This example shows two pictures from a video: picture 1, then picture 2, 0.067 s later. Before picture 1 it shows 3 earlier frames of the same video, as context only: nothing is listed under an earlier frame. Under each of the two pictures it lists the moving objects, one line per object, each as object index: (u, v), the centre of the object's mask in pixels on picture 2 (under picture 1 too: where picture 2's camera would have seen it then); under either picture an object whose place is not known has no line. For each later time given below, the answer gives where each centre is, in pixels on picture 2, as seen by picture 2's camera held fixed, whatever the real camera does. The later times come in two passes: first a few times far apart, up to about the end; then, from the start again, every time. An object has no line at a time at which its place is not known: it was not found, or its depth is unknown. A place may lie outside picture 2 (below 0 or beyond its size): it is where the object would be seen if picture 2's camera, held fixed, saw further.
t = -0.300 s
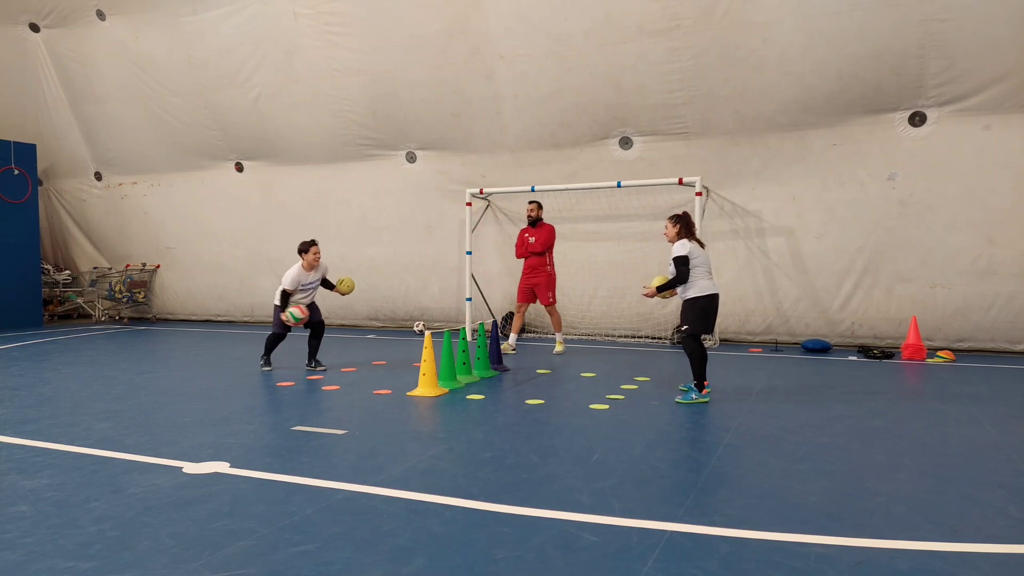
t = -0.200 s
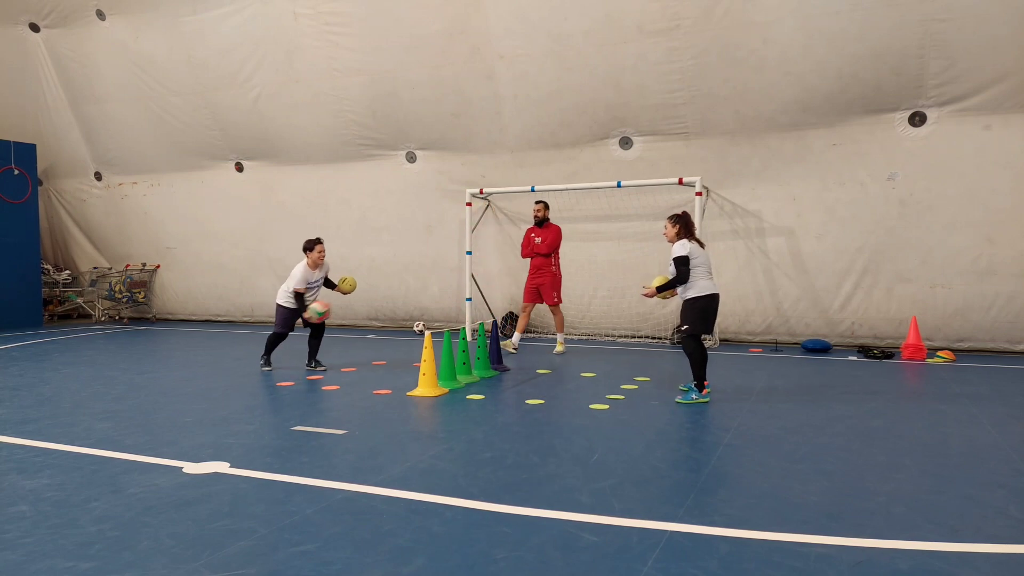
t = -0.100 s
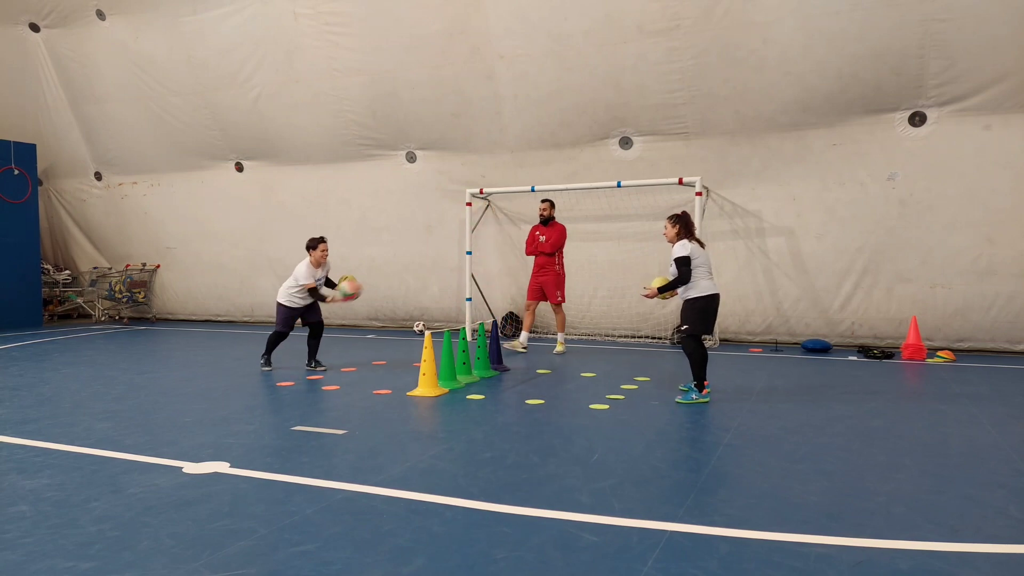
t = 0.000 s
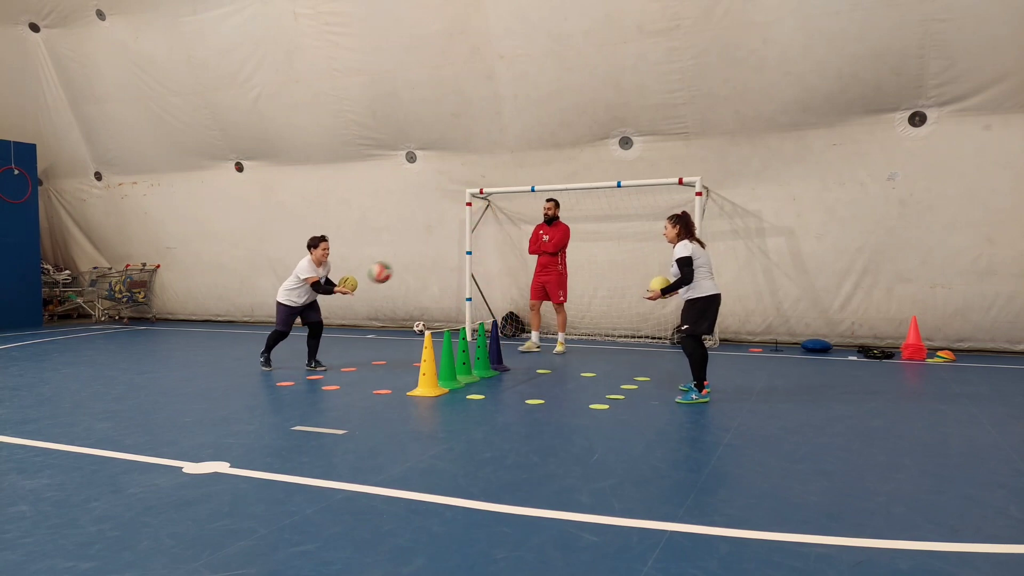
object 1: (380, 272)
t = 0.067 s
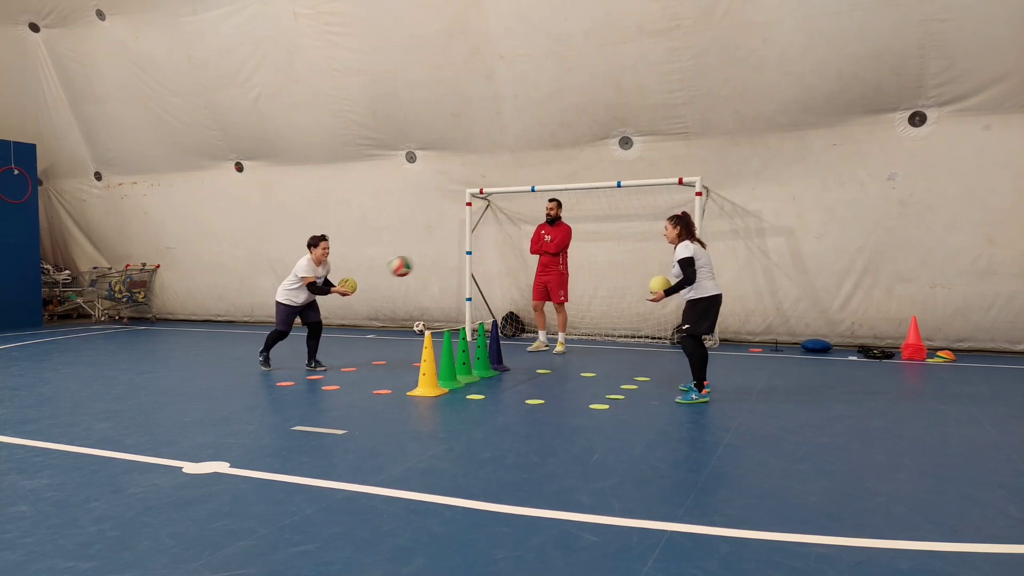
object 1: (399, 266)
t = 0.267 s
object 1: (463, 273)
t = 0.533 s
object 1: (547, 353)
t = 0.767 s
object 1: (605, 328)
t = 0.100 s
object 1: (410, 264)
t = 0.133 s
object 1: (421, 263)
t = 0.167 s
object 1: (431, 264)
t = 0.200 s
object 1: (441, 266)
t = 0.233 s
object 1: (452, 269)
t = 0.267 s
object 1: (463, 273)
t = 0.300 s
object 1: (472, 278)
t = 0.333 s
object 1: (483, 285)
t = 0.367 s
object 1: (494, 293)
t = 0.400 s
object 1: (505, 302)
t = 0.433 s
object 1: (515, 313)
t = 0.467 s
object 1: (526, 324)
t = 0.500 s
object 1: (536, 337)
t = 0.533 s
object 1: (547, 353)
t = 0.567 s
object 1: (558, 368)
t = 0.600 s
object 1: (567, 370)
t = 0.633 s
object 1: (574, 359)
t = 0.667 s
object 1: (581, 350)
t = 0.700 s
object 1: (589, 341)
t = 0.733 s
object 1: (597, 334)
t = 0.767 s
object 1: (605, 328)
